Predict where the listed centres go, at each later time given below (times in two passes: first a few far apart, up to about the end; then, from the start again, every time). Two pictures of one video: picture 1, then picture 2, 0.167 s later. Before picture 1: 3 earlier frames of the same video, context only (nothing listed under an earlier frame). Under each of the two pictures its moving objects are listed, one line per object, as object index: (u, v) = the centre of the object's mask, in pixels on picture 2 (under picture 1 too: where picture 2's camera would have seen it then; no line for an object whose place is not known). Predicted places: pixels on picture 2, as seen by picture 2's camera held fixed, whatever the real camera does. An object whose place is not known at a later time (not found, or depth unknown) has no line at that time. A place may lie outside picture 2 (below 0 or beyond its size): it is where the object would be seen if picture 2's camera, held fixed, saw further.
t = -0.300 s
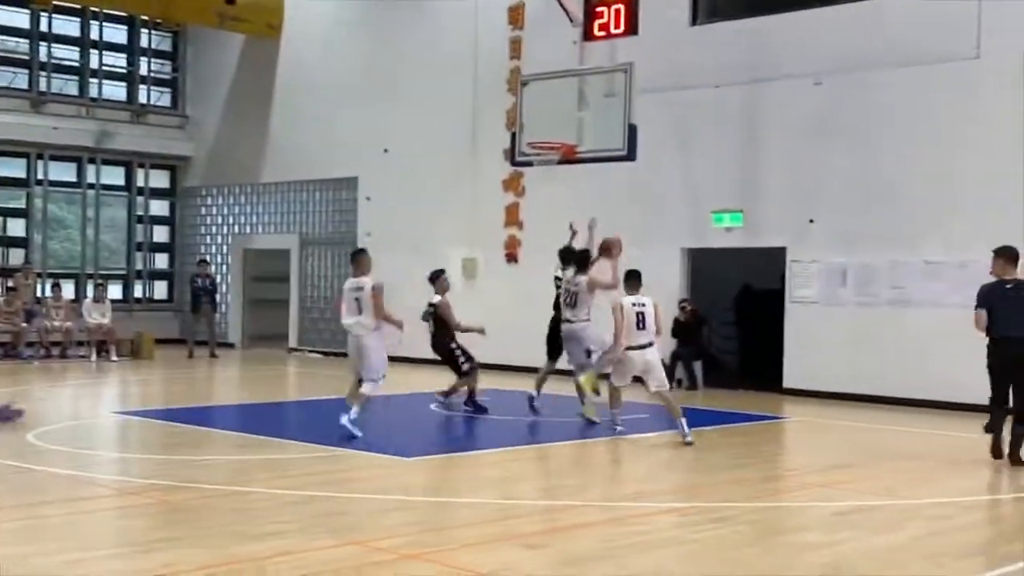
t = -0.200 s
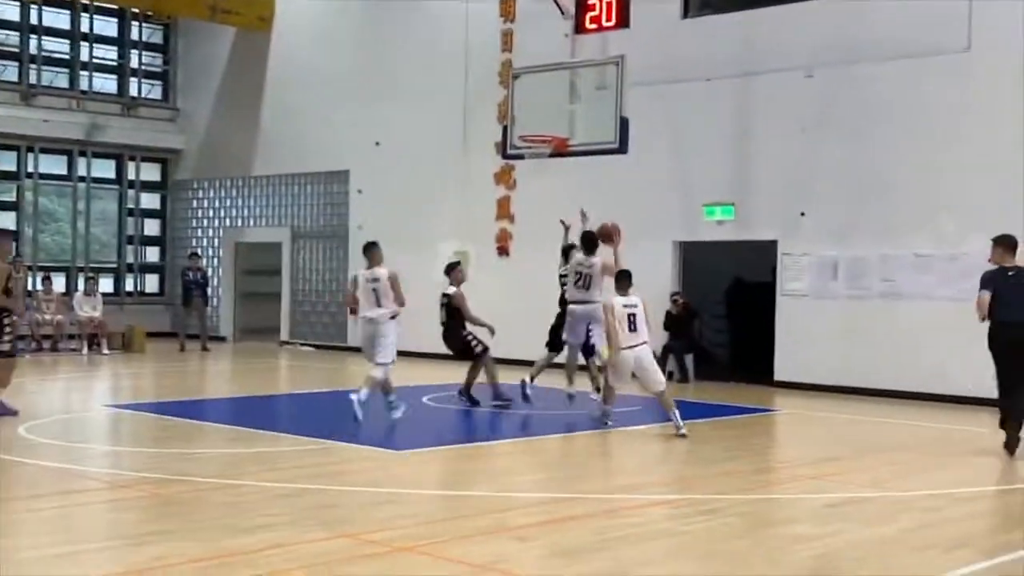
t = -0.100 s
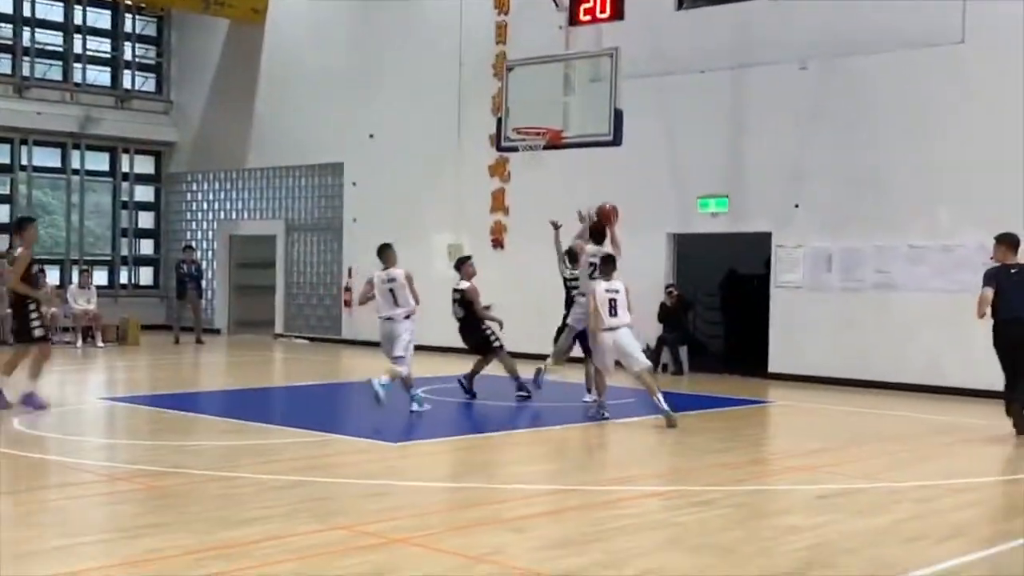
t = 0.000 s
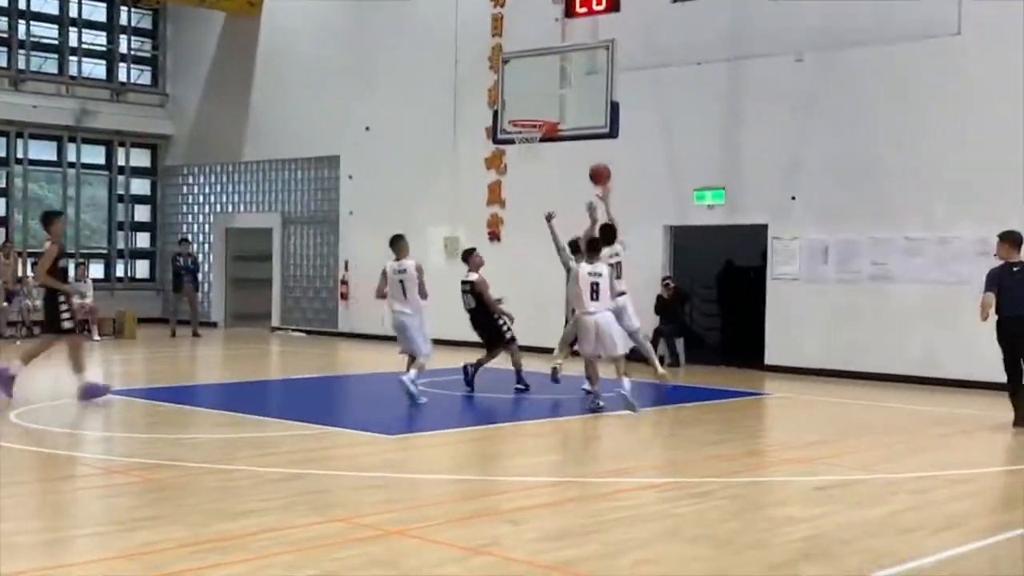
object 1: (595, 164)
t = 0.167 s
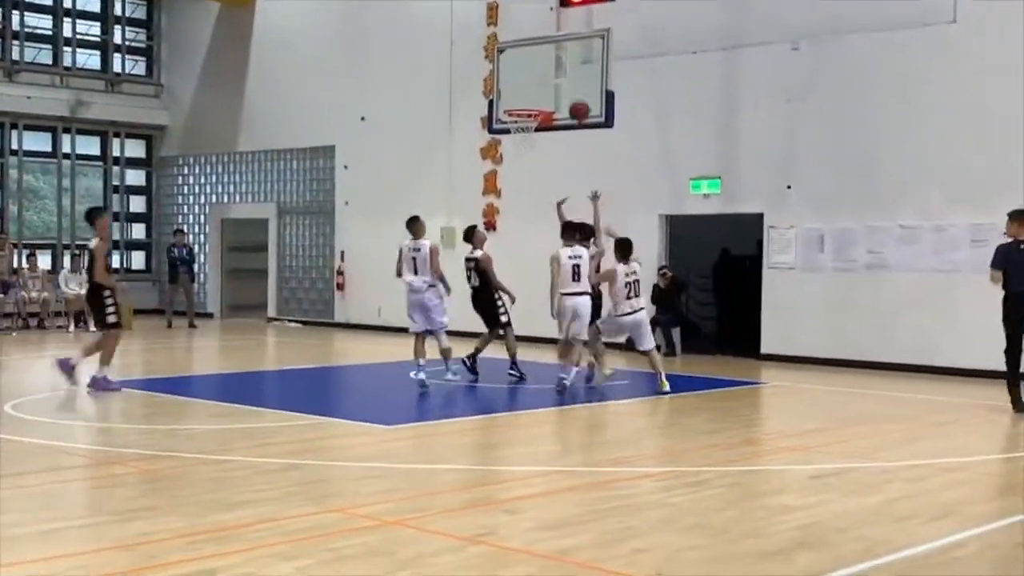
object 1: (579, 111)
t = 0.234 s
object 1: (573, 97)
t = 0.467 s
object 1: (551, 83)
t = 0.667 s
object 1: (522, 102)
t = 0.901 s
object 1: (534, 105)
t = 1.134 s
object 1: (513, 104)
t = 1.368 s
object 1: (534, 104)
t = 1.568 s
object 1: (520, 106)
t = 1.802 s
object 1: (518, 122)
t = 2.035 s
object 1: (532, 127)
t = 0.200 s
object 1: (576, 103)
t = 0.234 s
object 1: (573, 97)
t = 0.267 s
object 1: (569, 92)
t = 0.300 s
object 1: (567, 88)
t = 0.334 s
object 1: (563, 85)
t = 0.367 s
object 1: (560, 83)
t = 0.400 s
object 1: (557, 82)
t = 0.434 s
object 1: (554, 82)
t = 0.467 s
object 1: (551, 83)
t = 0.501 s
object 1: (549, 84)
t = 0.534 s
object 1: (544, 87)
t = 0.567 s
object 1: (538, 90)
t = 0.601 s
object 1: (533, 93)
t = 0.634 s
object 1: (527, 99)
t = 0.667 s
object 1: (522, 102)
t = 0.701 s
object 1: (519, 104)
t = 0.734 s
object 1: (517, 104)
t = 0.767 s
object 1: (517, 104)
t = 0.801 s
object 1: (523, 104)
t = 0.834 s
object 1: (530, 104)
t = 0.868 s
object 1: (532, 105)
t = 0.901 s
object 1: (534, 105)
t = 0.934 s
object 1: (532, 105)
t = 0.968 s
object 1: (528, 105)
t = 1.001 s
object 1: (523, 104)
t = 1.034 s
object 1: (519, 104)
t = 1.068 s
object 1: (515, 104)
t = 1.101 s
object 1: (514, 104)
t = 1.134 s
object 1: (513, 104)
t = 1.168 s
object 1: (515, 103)
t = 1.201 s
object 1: (518, 103)
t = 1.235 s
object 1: (521, 103)
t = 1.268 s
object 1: (525, 103)
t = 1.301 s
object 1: (529, 103)
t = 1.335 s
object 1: (532, 103)
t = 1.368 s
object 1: (534, 104)
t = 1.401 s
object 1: (535, 105)
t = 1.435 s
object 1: (534, 105)
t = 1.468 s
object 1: (531, 105)
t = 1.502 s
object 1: (527, 105)
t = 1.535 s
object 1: (523, 106)
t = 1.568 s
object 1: (520, 106)
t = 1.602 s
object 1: (517, 107)
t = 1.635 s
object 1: (516, 112)
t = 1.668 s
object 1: (516, 112)
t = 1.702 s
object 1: (515, 119)
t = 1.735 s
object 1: (514, 120)
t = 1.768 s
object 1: (517, 120)
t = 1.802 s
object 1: (518, 122)
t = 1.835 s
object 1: (518, 120)
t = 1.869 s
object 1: (522, 120)
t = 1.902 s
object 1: (526, 123)
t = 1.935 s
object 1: (530, 124)
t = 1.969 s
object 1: (530, 125)
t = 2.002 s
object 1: (532, 126)
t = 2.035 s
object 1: (532, 127)
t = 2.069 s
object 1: (536, 135)
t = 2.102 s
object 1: (533, 137)
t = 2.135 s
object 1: (533, 138)
